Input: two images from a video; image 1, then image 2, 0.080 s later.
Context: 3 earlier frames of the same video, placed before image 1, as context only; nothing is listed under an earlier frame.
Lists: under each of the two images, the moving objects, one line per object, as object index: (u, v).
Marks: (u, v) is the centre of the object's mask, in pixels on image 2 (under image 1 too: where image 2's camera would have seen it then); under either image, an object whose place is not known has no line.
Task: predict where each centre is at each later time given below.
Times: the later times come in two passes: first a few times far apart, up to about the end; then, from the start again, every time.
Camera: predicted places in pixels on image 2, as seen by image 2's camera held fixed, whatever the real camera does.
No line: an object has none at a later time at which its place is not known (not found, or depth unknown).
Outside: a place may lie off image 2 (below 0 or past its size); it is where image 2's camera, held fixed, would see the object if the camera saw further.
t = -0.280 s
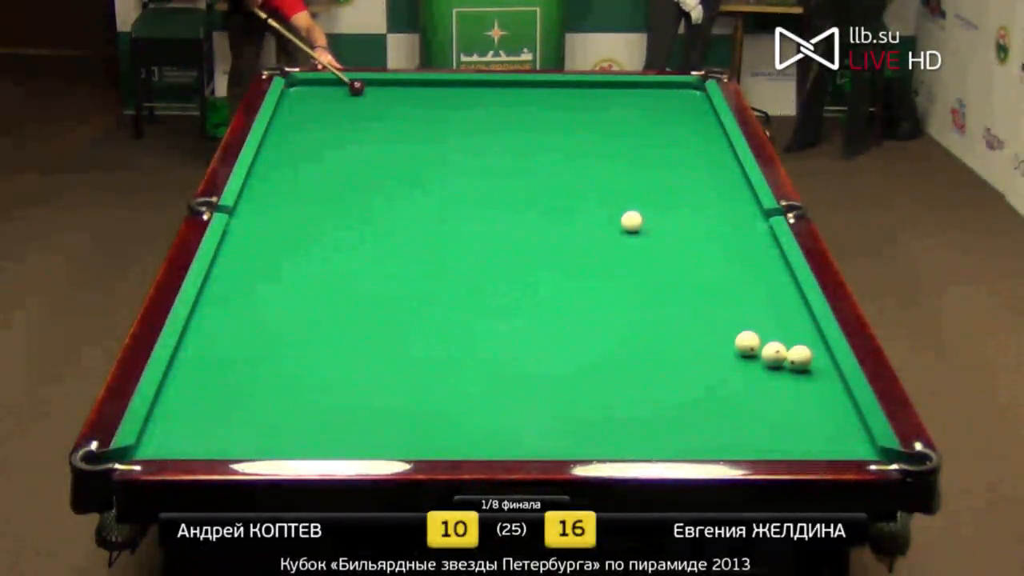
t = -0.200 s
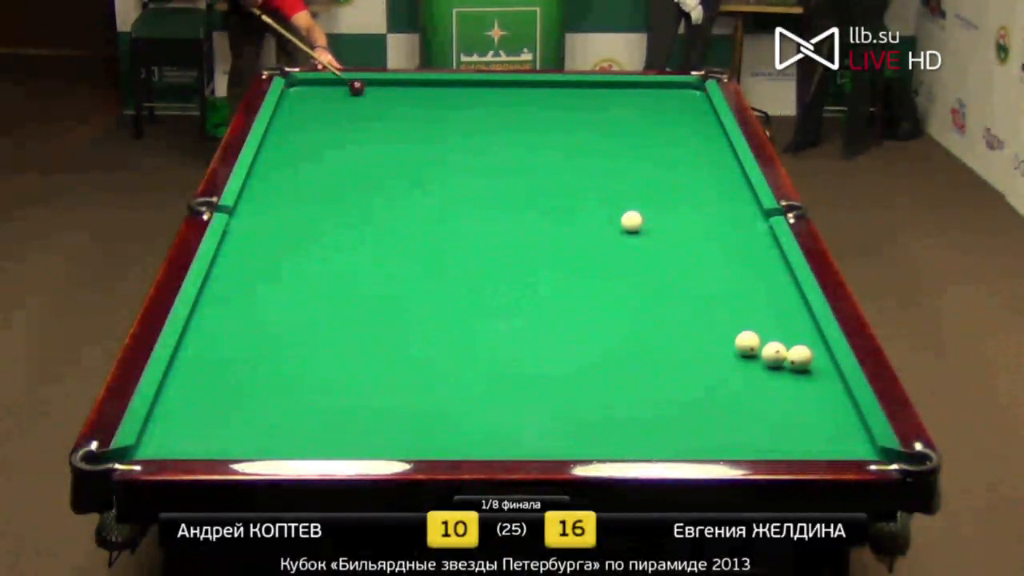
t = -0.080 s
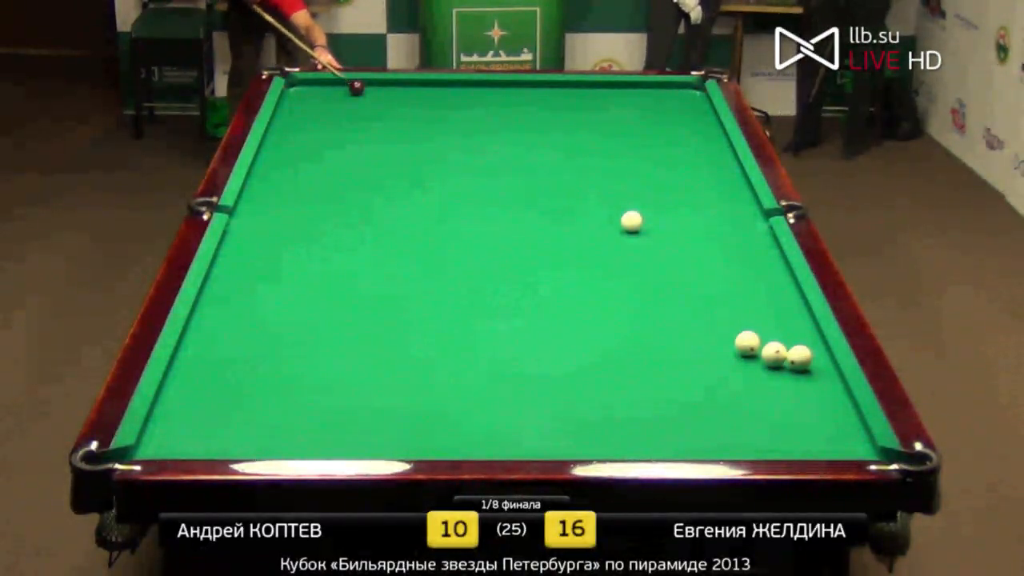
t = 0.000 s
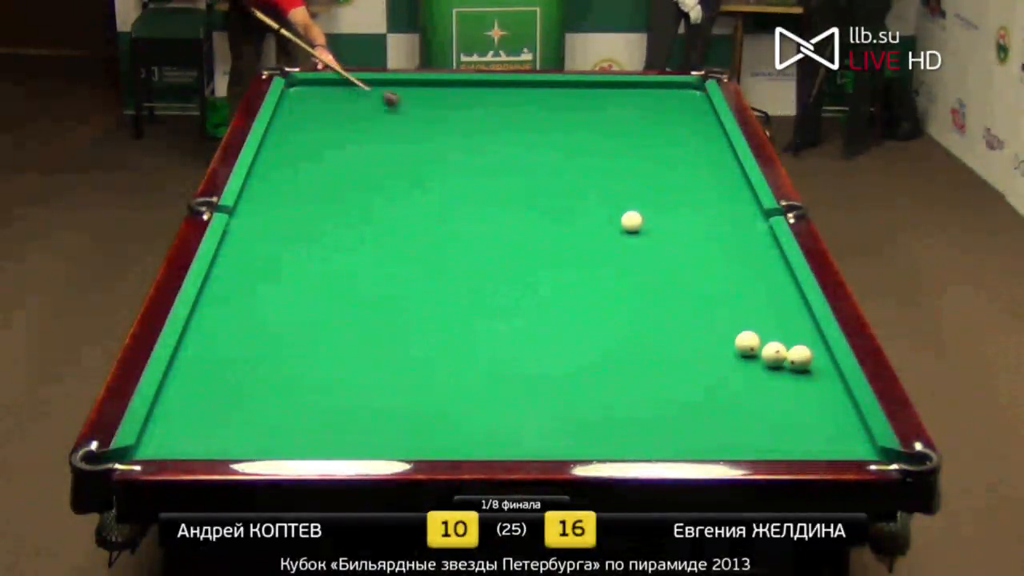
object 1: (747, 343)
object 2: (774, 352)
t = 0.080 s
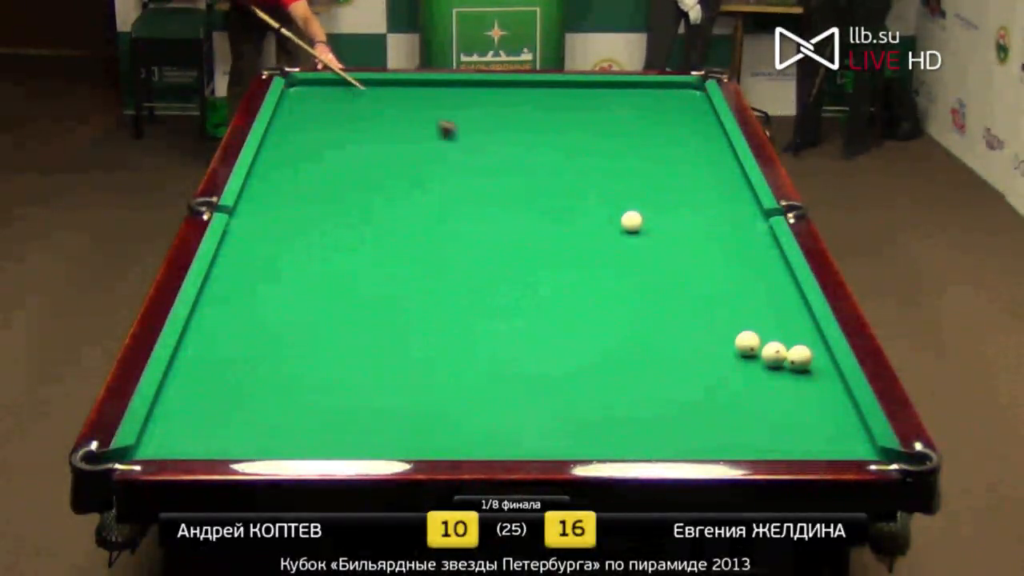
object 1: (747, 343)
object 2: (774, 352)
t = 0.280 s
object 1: (747, 343)
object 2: (774, 352)
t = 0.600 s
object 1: (747, 343)
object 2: (774, 352)
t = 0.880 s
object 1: (747, 343)
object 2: (774, 352)
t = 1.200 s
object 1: (746, 342)
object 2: (782, 301)
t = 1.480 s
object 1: (740, 337)
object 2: (770, 258)
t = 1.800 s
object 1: (728, 330)
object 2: (739, 221)
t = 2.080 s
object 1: (719, 325)
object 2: (715, 191)
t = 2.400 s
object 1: (710, 320)
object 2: (691, 161)
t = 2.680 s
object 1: (703, 316)
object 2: (672, 138)
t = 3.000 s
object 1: (697, 312)
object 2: (653, 115)
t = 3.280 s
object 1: (692, 309)
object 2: (637, 96)
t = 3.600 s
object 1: (688, 307)
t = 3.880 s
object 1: (686, 304)
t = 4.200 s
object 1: (686, 305)
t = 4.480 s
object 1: (686, 305)
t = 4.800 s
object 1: (687, 305)
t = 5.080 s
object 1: (687, 305)
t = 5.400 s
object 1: (687, 305)
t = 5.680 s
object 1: (687, 305)
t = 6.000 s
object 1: (687, 305)
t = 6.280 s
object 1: (687, 304)
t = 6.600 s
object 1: (687, 305)
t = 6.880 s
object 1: (687, 305)
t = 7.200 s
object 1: (687, 304)
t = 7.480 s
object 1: (687, 305)
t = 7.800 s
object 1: (687, 305)
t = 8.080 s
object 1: (687, 305)
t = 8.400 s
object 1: (687, 305)
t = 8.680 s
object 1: (687, 304)
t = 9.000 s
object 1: (687, 305)
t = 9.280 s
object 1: (687, 305)
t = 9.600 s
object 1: (687, 305)
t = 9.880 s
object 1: (687, 305)
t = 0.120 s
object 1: (747, 343)
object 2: (774, 352)
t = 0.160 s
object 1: (747, 343)
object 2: (774, 352)
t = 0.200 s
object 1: (747, 343)
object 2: (774, 352)
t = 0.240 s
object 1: (747, 343)
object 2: (774, 352)
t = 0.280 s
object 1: (747, 343)
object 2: (774, 352)
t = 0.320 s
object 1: (747, 343)
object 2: (774, 352)
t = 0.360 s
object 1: (747, 343)
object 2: (774, 352)
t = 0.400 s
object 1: (747, 343)
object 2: (774, 352)
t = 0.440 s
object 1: (747, 343)
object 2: (774, 352)
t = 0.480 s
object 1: (747, 343)
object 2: (774, 352)
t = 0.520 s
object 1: (747, 343)
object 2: (774, 352)
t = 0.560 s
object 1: (747, 343)
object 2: (774, 352)
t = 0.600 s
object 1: (747, 343)
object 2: (774, 352)
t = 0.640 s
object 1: (747, 343)
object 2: (774, 352)
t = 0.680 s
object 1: (747, 343)
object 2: (774, 352)
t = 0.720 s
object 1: (747, 343)
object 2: (774, 352)
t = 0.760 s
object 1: (747, 343)
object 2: (774, 352)
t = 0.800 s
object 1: (747, 343)
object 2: (774, 352)
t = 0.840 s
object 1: (747, 343)
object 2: (774, 352)
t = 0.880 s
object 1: (747, 343)
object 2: (774, 352)
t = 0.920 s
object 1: (747, 343)
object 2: (774, 352)
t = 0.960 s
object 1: (747, 343)
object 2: (774, 350)
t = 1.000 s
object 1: (747, 343)
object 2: (775, 344)
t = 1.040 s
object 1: (747, 343)
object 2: (777, 336)
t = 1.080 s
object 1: (747, 343)
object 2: (778, 326)
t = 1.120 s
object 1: (747, 343)
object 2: (780, 317)
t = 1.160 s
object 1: (747, 342)
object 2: (781, 308)
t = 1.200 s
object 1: (746, 342)
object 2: (782, 301)
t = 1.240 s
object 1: (746, 342)
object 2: (783, 293)
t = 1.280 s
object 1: (746, 342)
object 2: (784, 287)
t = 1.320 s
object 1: (744, 341)
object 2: (784, 281)
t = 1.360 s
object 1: (743, 340)
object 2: (783, 275)
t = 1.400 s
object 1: (742, 340)
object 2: (779, 269)
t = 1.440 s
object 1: (741, 338)
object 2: (774, 264)
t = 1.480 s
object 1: (740, 337)
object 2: (770, 258)
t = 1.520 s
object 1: (738, 337)
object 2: (766, 254)
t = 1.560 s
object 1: (737, 336)
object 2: (762, 249)
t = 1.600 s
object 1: (735, 335)
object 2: (758, 244)
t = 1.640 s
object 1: (734, 334)
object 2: (754, 239)
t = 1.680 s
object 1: (732, 333)
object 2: (750, 234)
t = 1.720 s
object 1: (731, 332)
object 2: (746, 230)
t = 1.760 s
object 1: (729, 331)
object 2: (742, 225)
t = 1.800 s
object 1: (728, 330)
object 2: (739, 221)
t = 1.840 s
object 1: (727, 330)
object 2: (735, 216)
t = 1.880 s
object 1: (725, 329)
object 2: (732, 212)
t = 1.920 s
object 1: (724, 328)
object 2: (728, 207)
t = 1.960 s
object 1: (723, 327)
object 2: (725, 203)
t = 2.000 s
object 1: (722, 326)
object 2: (722, 199)
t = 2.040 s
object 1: (720, 326)
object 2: (718, 195)
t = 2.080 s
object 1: (719, 325)
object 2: (715, 191)
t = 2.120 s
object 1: (718, 324)
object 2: (712, 187)
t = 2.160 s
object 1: (717, 323)
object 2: (709, 183)
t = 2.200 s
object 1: (716, 323)
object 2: (706, 180)
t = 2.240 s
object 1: (715, 322)
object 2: (703, 176)
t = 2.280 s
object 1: (713, 321)
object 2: (700, 172)
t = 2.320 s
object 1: (712, 321)
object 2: (697, 168)
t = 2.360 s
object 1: (711, 320)
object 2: (694, 165)
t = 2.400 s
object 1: (710, 320)
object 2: (691, 161)
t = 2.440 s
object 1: (709, 319)
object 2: (688, 158)
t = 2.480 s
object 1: (708, 318)
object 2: (686, 155)
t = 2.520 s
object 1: (707, 318)
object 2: (683, 151)
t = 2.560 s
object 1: (706, 317)
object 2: (680, 148)
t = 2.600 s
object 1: (705, 317)
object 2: (678, 145)
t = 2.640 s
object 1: (704, 316)
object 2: (675, 141)
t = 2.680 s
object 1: (703, 316)
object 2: (672, 138)
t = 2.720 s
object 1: (702, 315)
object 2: (670, 135)
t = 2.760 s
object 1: (701, 314)
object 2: (667, 132)
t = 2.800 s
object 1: (700, 314)
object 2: (665, 129)
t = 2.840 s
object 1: (700, 314)
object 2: (662, 126)
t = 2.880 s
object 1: (699, 313)
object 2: (660, 123)
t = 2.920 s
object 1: (698, 313)
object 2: (657, 120)
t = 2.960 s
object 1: (698, 312)
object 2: (655, 117)
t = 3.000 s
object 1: (697, 312)
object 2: (653, 115)
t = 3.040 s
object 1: (696, 311)
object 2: (651, 112)
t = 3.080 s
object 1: (695, 311)
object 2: (648, 109)
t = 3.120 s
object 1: (695, 311)
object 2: (646, 106)
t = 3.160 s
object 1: (694, 310)
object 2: (644, 104)
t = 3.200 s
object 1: (693, 310)
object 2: (642, 101)
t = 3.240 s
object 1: (693, 310)
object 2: (639, 98)
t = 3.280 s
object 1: (692, 309)
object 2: (637, 96)
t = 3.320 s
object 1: (692, 309)
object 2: (635, 93)
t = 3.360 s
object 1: (691, 309)
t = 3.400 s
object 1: (691, 308)
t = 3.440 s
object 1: (690, 308)
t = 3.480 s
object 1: (690, 308)
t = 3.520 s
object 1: (689, 307)
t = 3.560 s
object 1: (688, 307)
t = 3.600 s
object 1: (688, 307)
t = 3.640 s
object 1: (688, 306)
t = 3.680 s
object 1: (687, 306)
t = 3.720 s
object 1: (687, 306)
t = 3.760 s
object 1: (687, 306)
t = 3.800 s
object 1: (686, 306)
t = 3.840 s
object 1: (687, 306)
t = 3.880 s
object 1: (686, 304)
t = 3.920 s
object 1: (686, 305)
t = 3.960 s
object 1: (686, 305)
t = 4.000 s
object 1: (686, 305)
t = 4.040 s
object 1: (686, 305)
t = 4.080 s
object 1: (686, 305)
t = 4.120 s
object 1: (686, 305)
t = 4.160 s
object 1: (686, 305)
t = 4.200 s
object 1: (686, 305)
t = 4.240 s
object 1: (686, 305)
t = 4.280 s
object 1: (686, 305)
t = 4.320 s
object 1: (686, 305)
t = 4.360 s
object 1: (686, 305)
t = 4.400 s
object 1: (686, 305)
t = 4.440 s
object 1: (686, 305)
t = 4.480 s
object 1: (686, 305)
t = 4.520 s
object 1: (687, 305)
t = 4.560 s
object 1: (687, 305)
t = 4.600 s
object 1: (687, 305)
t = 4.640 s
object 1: (687, 305)
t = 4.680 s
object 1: (687, 305)
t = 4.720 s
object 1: (687, 305)
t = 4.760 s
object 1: (687, 305)
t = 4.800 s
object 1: (687, 305)
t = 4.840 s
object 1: (687, 305)
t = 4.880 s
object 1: (687, 305)
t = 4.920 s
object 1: (687, 305)
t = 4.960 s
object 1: (687, 305)
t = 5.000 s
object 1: (687, 305)
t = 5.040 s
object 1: (687, 305)
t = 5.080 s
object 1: (687, 305)
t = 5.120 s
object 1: (687, 305)
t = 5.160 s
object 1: (687, 305)
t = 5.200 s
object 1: (687, 305)
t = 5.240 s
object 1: (687, 305)
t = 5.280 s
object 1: (687, 305)
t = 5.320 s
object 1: (687, 305)
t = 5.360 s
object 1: (687, 305)
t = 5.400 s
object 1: (687, 305)
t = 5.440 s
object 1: (687, 305)
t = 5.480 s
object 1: (687, 305)
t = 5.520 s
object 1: (687, 305)
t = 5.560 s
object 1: (687, 305)
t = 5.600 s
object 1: (687, 305)
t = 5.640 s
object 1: (687, 305)
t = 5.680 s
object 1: (687, 305)
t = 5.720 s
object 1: (687, 305)
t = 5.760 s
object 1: (687, 305)
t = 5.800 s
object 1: (687, 305)
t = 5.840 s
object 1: (687, 305)
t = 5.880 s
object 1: (687, 305)
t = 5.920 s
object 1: (686, 305)
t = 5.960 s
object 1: (687, 305)
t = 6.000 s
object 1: (687, 305)
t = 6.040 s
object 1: (687, 304)
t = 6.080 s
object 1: (687, 305)
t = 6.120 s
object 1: (687, 305)
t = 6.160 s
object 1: (687, 304)
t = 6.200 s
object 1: (687, 305)
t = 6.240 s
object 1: (687, 304)
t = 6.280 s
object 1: (687, 304)
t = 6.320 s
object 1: (687, 305)
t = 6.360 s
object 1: (687, 305)
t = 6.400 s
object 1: (687, 305)
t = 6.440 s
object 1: (687, 305)
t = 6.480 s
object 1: (687, 304)
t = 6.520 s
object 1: (687, 304)
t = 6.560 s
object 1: (687, 305)
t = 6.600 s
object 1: (687, 305)
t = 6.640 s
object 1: (687, 305)
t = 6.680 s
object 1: (687, 305)
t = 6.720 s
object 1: (687, 305)
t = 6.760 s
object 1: (687, 304)
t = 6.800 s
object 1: (687, 305)
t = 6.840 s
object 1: (687, 305)
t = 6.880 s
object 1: (687, 305)
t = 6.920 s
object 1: (687, 305)
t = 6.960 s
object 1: (687, 305)
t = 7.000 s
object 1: (687, 305)
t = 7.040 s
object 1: (687, 304)
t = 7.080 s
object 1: (687, 305)
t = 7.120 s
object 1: (687, 304)
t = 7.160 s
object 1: (687, 304)
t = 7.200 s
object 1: (687, 304)
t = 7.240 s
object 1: (687, 304)
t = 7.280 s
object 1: (687, 304)
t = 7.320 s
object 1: (687, 304)
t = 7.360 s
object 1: (687, 305)
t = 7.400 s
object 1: (687, 304)
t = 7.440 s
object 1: (687, 304)
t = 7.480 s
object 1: (687, 305)
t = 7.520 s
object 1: (687, 305)
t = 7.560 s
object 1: (687, 305)
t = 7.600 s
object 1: (687, 305)
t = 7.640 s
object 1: (687, 304)
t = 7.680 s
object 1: (687, 305)
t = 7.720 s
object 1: (687, 305)
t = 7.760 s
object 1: (687, 305)
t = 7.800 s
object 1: (687, 305)
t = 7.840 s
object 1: (687, 305)
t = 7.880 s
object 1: (687, 305)
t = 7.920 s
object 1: (687, 305)
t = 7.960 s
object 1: (687, 305)
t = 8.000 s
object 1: (687, 305)
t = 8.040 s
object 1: (687, 305)
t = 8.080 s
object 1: (687, 305)
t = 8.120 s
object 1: (687, 305)
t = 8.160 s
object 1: (687, 305)
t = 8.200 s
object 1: (687, 305)
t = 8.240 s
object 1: (687, 305)
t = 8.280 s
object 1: (687, 305)
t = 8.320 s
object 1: (687, 305)
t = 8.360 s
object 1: (687, 305)
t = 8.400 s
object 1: (687, 305)
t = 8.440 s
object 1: (687, 305)
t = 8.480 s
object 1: (687, 305)
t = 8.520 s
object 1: (687, 305)
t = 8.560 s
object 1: (687, 305)
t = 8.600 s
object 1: (687, 305)
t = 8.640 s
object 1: (687, 305)
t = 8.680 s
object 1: (687, 304)
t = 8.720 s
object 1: (687, 305)
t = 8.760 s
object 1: (687, 305)
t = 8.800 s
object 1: (687, 305)
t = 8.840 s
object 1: (687, 305)
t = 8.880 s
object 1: (687, 305)
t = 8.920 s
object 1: (687, 305)
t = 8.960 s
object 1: (687, 305)
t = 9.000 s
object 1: (687, 305)
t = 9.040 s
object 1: (687, 305)
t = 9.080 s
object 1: (687, 305)
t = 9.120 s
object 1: (687, 305)
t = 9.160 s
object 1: (687, 305)
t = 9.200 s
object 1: (687, 305)
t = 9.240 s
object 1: (687, 305)
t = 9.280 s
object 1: (687, 305)
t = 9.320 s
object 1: (687, 305)
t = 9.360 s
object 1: (687, 305)
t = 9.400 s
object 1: (687, 305)
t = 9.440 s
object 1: (687, 304)
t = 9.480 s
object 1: (687, 305)
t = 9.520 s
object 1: (687, 305)
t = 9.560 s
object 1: (687, 305)
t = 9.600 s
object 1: (687, 305)
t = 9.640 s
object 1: (687, 305)
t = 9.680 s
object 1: (687, 305)
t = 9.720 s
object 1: (687, 305)
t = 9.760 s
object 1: (687, 305)
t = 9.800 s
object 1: (687, 305)
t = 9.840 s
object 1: (687, 305)
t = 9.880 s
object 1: (687, 305)
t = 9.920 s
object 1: (687, 305)
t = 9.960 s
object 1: (687, 305)
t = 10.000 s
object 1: (687, 305)
